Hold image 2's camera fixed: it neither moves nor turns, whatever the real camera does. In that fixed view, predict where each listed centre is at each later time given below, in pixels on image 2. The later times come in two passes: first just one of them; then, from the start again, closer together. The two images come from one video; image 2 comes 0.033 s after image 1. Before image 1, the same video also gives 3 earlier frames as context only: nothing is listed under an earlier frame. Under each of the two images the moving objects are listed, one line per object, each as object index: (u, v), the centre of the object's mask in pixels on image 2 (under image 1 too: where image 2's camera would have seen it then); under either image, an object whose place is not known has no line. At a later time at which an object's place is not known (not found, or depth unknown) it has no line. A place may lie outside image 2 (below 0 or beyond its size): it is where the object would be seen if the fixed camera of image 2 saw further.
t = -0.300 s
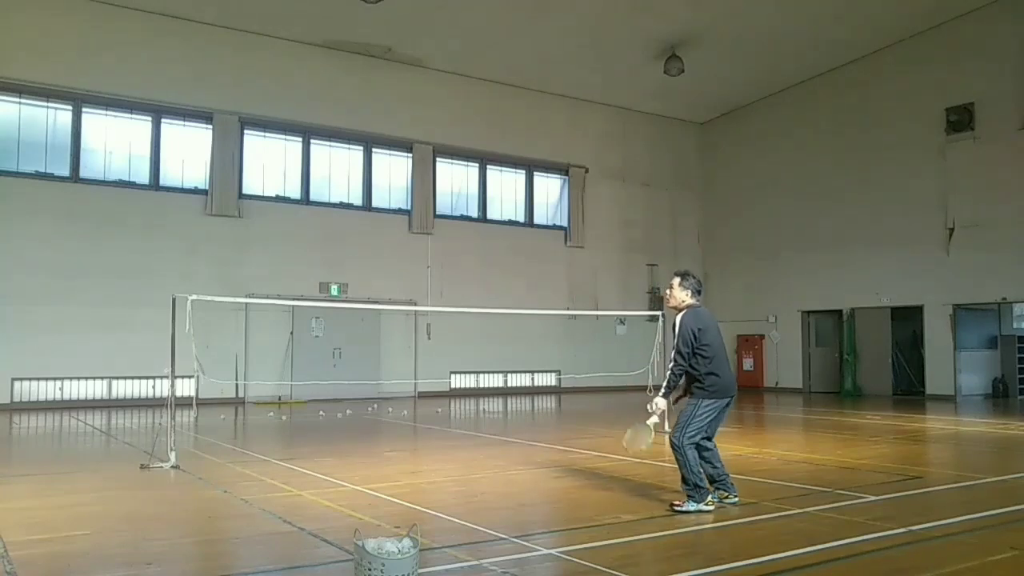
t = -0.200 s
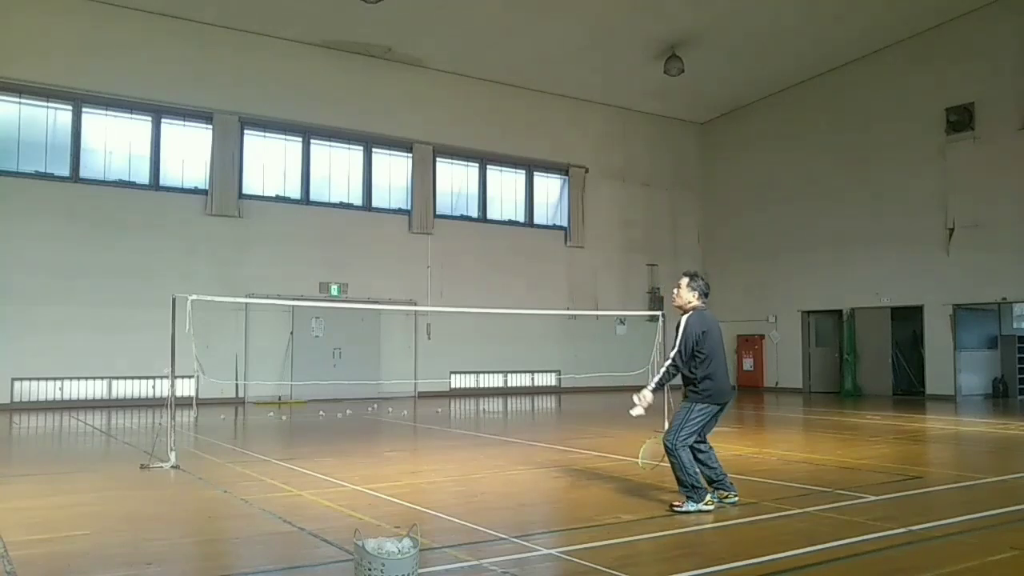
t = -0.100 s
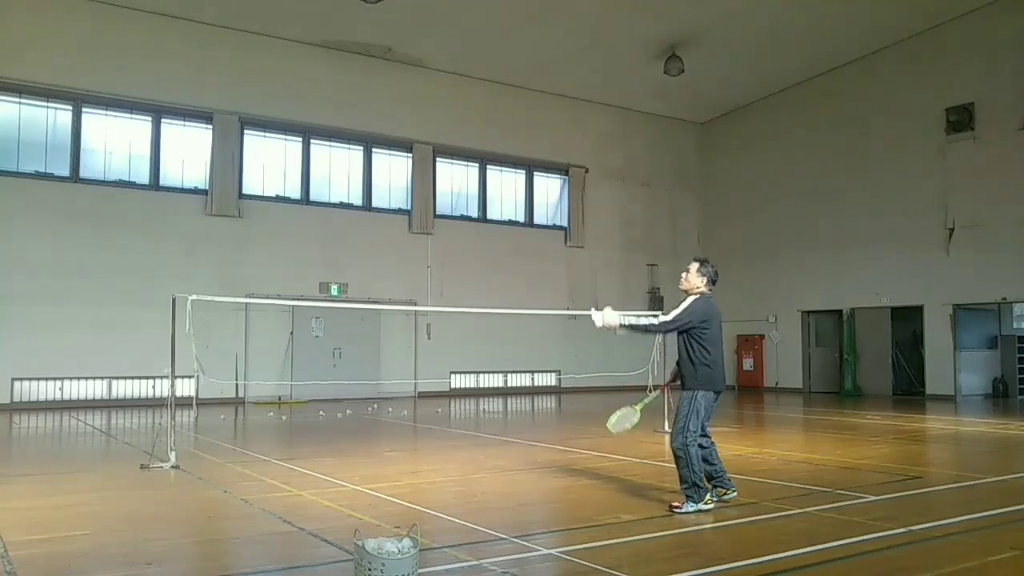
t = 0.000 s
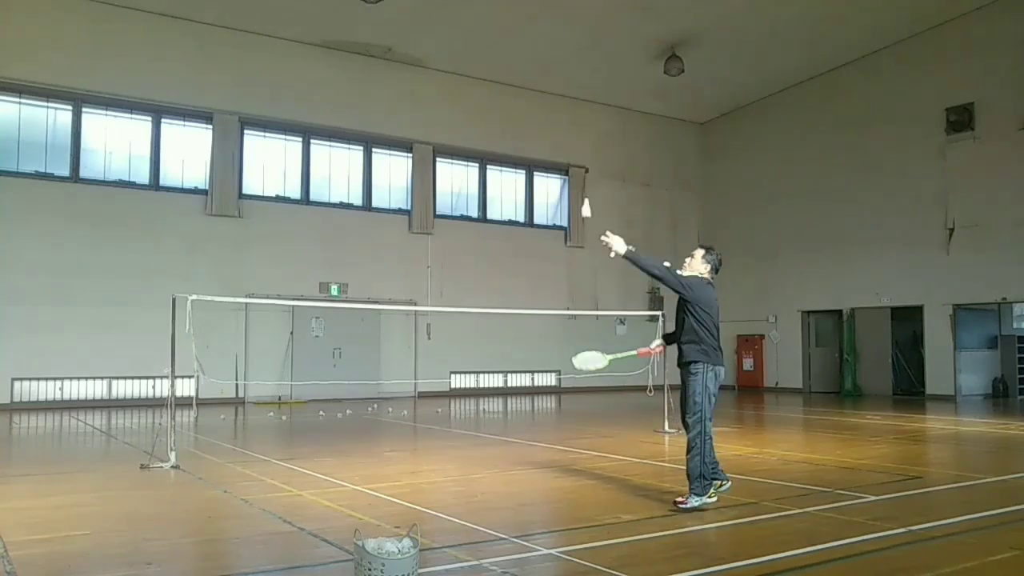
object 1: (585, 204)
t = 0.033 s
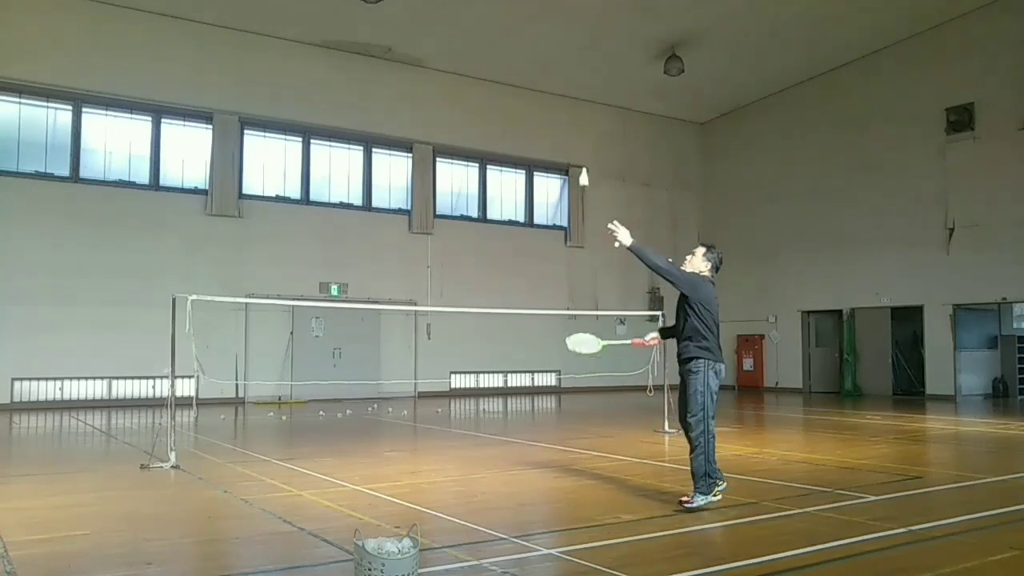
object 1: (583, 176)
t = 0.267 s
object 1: (571, 21)
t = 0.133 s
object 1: (578, 92)
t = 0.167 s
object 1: (577, 72)
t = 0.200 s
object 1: (575, 52)
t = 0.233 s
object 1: (573, 34)
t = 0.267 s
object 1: (571, 21)
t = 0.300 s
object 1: (569, 5)
